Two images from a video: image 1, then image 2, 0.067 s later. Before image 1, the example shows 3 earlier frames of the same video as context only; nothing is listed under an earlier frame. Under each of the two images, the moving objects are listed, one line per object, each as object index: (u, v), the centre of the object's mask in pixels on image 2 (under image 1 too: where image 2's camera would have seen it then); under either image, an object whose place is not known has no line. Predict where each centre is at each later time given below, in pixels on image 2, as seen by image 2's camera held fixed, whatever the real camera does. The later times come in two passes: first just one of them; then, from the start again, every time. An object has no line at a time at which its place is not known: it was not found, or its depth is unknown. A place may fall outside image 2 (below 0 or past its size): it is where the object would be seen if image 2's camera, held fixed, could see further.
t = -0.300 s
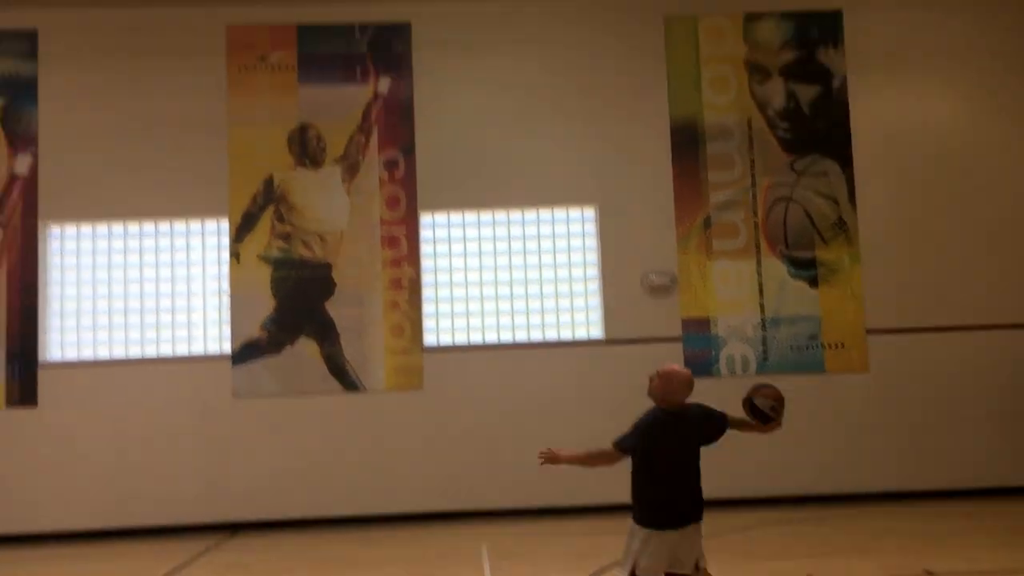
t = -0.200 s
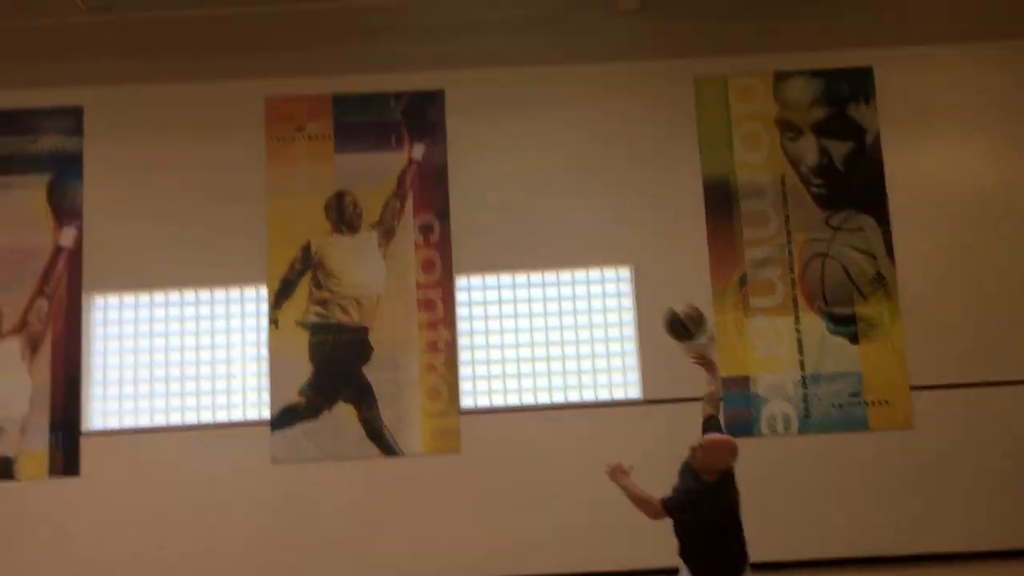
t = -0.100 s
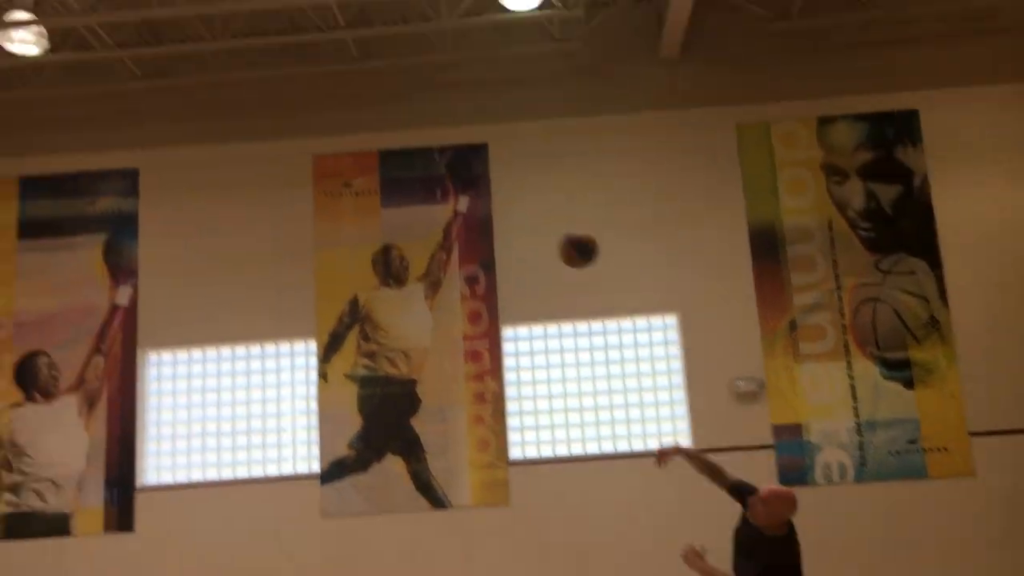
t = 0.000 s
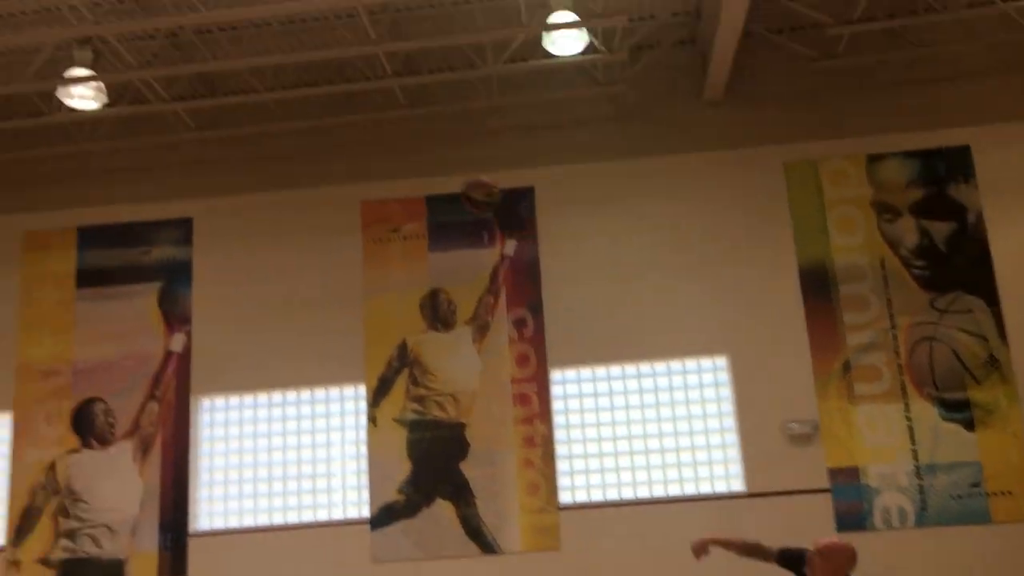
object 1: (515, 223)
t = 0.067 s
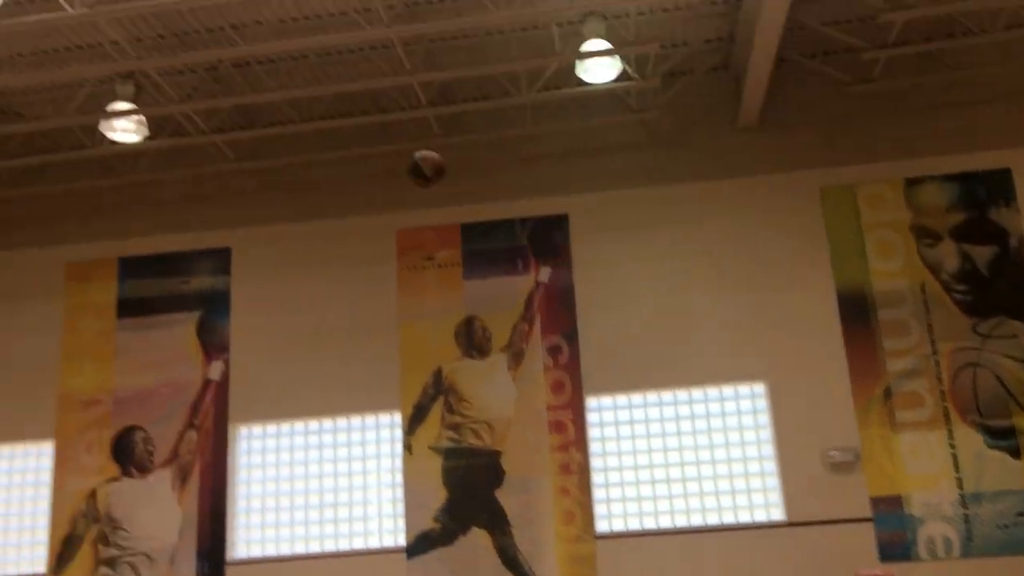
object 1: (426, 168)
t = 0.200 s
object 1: (264, 85)
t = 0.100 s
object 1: (384, 144)
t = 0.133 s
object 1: (344, 122)
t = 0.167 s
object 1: (304, 103)
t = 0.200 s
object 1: (264, 85)
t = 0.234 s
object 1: (225, 70)
